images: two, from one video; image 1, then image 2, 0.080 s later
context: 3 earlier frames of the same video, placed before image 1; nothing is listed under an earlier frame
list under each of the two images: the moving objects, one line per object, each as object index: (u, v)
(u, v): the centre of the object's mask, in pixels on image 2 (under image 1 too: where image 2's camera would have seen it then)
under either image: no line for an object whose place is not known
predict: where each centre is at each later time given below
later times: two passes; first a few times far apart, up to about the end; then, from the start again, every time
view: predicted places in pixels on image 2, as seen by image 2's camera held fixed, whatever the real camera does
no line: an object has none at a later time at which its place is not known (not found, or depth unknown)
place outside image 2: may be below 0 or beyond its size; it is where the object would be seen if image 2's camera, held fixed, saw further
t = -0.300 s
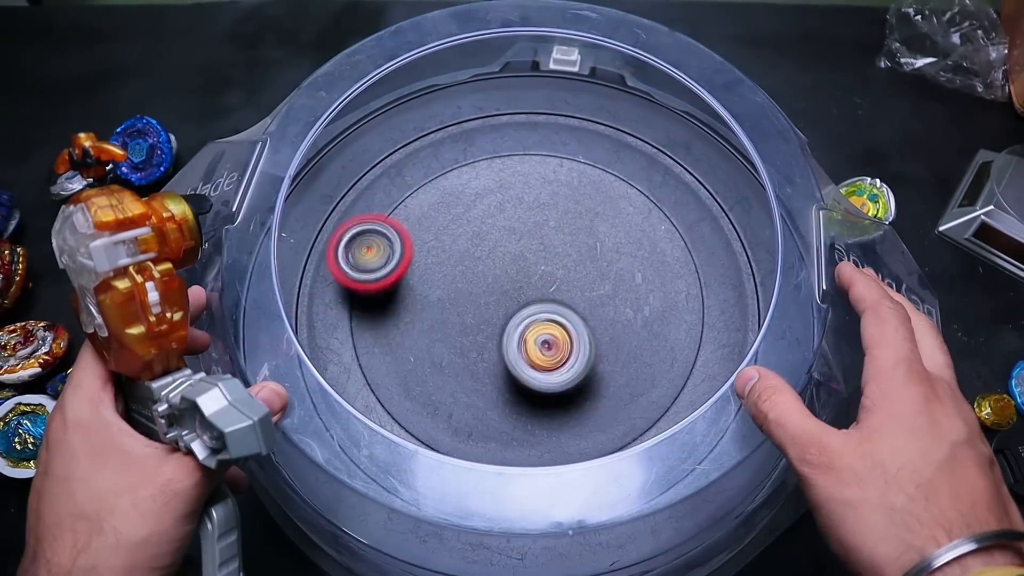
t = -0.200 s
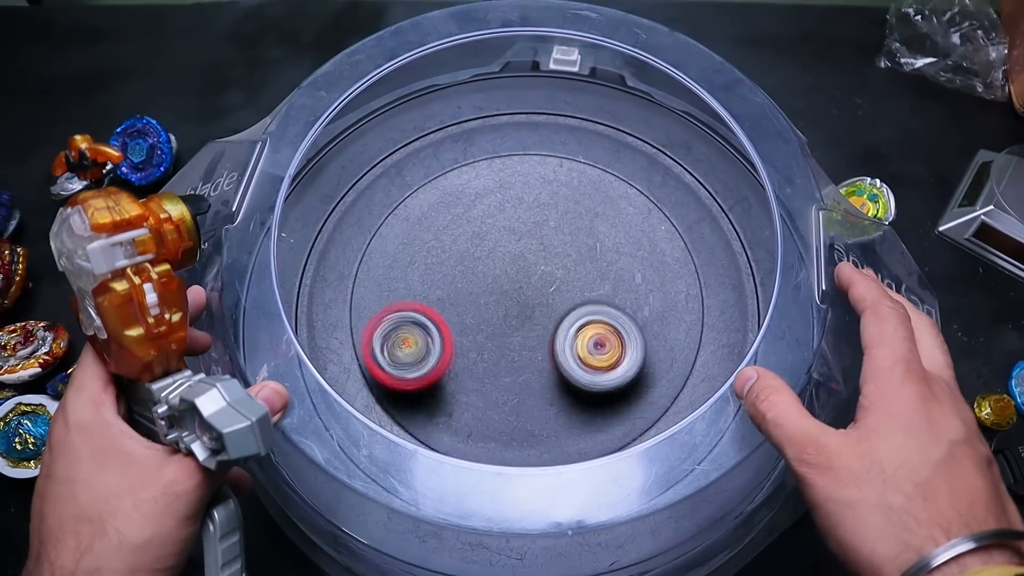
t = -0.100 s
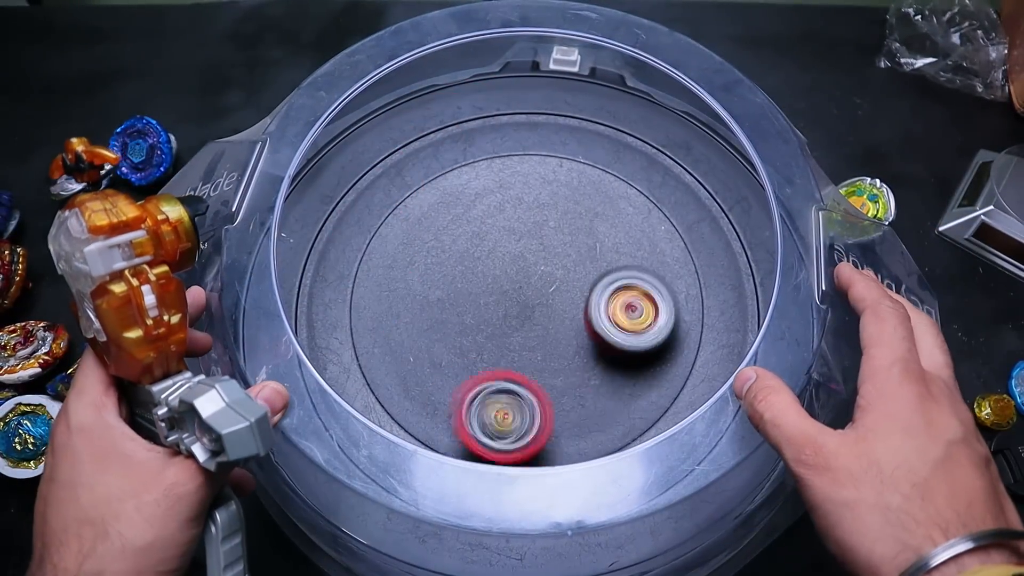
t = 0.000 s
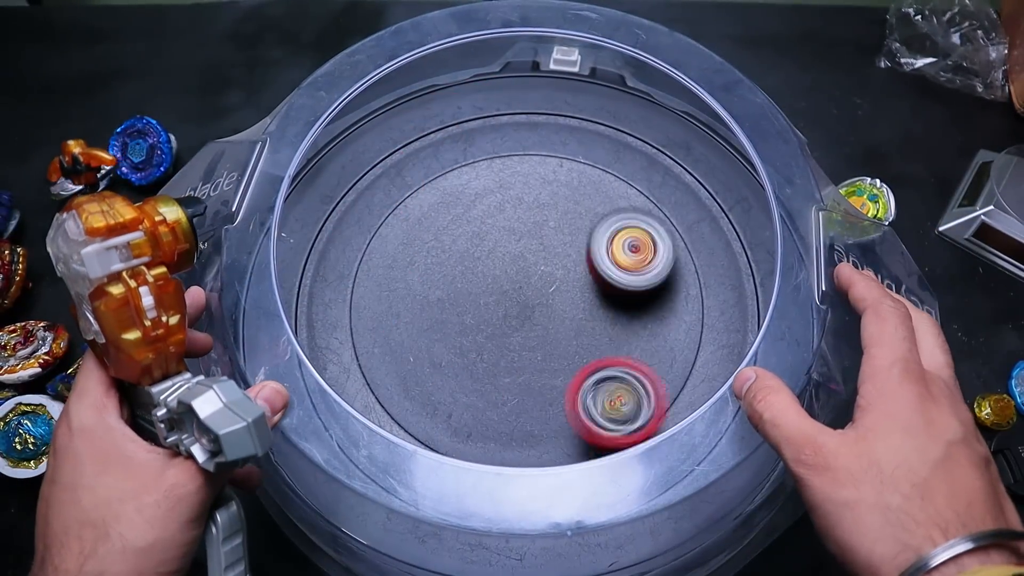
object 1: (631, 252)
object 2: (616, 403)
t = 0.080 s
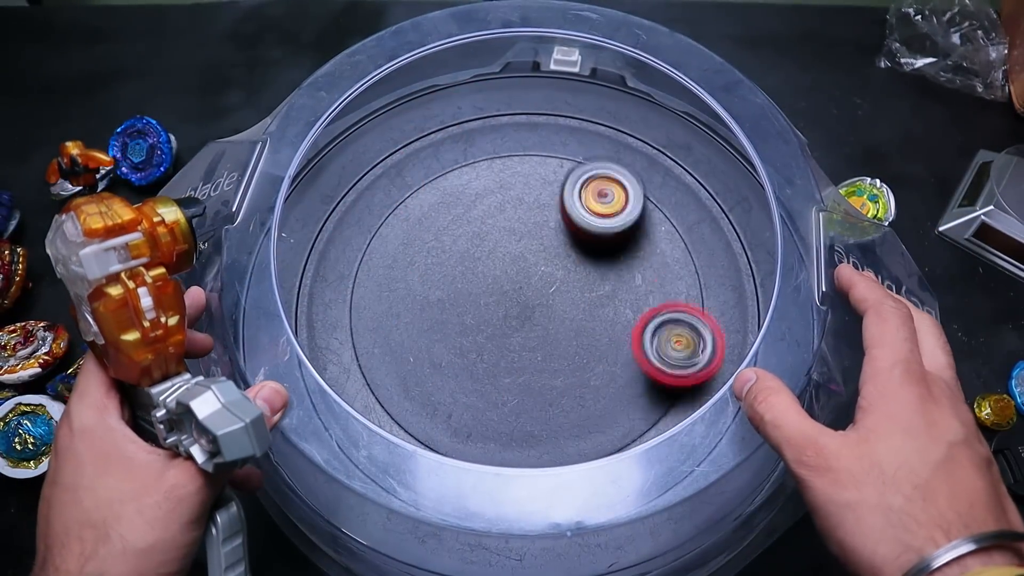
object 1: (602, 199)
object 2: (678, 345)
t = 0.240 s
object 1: (481, 145)
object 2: (673, 208)
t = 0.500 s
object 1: (329, 213)
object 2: (473, 189)
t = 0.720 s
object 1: (267, 280)
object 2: (588, 401)
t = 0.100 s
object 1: (591, 189)
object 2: (686, 327)
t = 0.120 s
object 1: (580, 178)
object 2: (692, 310)
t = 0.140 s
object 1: (566, 168)
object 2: (697, 292)
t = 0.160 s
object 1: (552, 161)
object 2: (696, 273)
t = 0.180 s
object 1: (536, 154)
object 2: (693, 255)
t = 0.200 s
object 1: (518, 150)
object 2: (690, 238)
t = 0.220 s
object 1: (500, 145)
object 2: (682, 221)
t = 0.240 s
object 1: (481, 145)
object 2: (673, 208)
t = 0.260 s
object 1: (463, 148)
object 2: (663, 195)
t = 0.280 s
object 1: (445, 152)
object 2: (648, 183)
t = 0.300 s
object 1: (428, 156)
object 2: (632, 175)
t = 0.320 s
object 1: (412, 161)
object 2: (616, 168)
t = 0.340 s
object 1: (395, 164)
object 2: (599, 163)
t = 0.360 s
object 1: (380, 169)
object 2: (582, 160)
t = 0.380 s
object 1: (367, 174)
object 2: (566, 158)
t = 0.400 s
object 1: (354, 176)
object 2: (549, 158)
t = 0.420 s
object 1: (344, 179)
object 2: (532, 160)
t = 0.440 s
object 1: (337, 184)
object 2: (517, 164)
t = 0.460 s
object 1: (332, 192)
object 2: (502, 170)
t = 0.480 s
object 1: (329, 203)
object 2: (487, 179)
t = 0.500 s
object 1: (329, 213)
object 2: (473, 189)
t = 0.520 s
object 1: (330, 223)
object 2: (458, 201)
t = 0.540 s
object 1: (331, 232)
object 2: (444, 216)
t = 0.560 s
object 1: (331, 242)
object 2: (431, 233)
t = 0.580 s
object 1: (331, 248)
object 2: (425, 255)
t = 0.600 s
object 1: (315, 251)
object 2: (443, 281)
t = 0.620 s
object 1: (301, 255)
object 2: (464, 312)
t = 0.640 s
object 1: (291, 258)
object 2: (487, 335)
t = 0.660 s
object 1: (280, 264)
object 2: (511, 358)
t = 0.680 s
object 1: (277, 270)
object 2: (536, 377)
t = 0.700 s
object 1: (270, 274)
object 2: (561, 392)
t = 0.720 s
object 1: (267, 280)
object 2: (588, 401)
